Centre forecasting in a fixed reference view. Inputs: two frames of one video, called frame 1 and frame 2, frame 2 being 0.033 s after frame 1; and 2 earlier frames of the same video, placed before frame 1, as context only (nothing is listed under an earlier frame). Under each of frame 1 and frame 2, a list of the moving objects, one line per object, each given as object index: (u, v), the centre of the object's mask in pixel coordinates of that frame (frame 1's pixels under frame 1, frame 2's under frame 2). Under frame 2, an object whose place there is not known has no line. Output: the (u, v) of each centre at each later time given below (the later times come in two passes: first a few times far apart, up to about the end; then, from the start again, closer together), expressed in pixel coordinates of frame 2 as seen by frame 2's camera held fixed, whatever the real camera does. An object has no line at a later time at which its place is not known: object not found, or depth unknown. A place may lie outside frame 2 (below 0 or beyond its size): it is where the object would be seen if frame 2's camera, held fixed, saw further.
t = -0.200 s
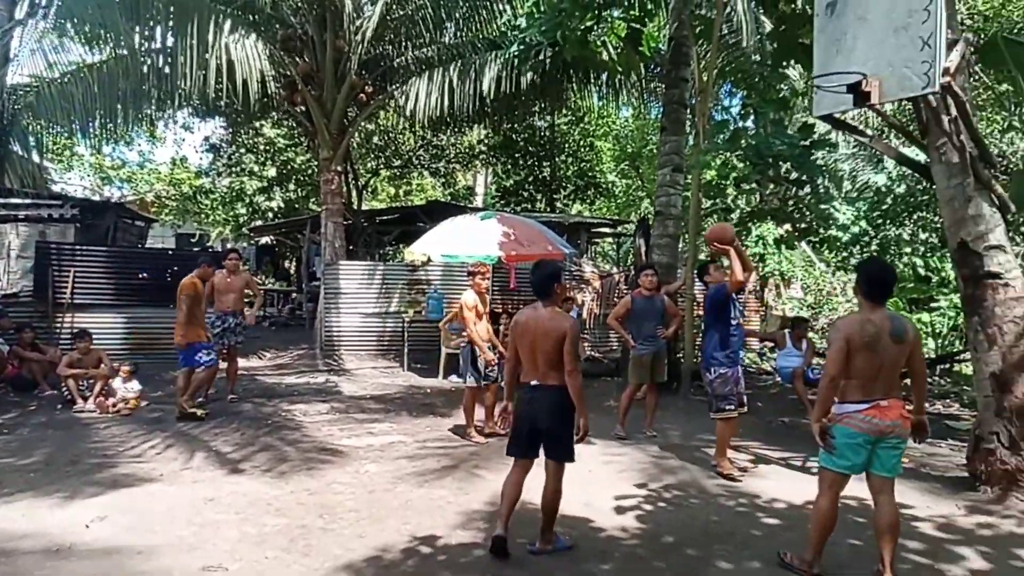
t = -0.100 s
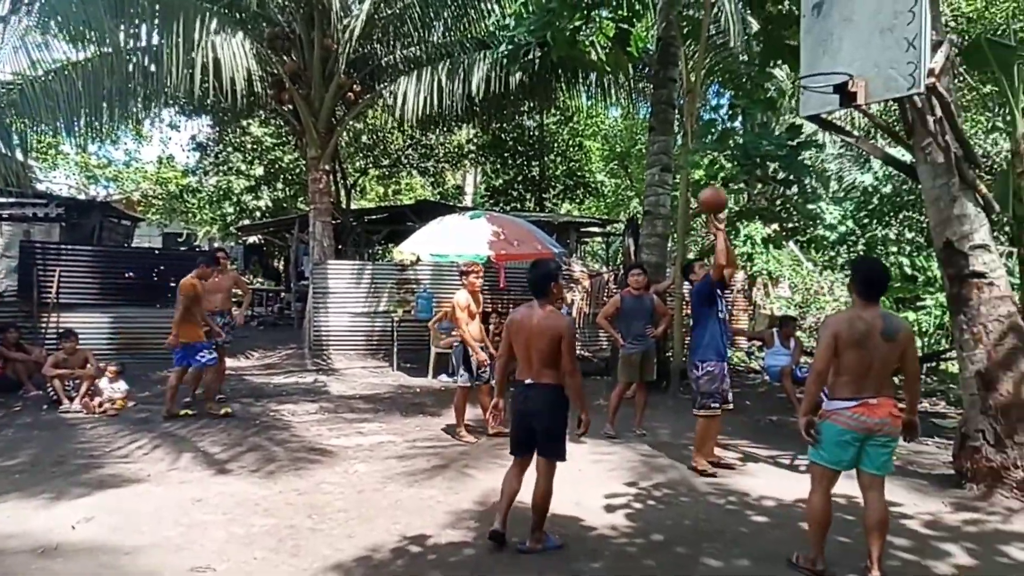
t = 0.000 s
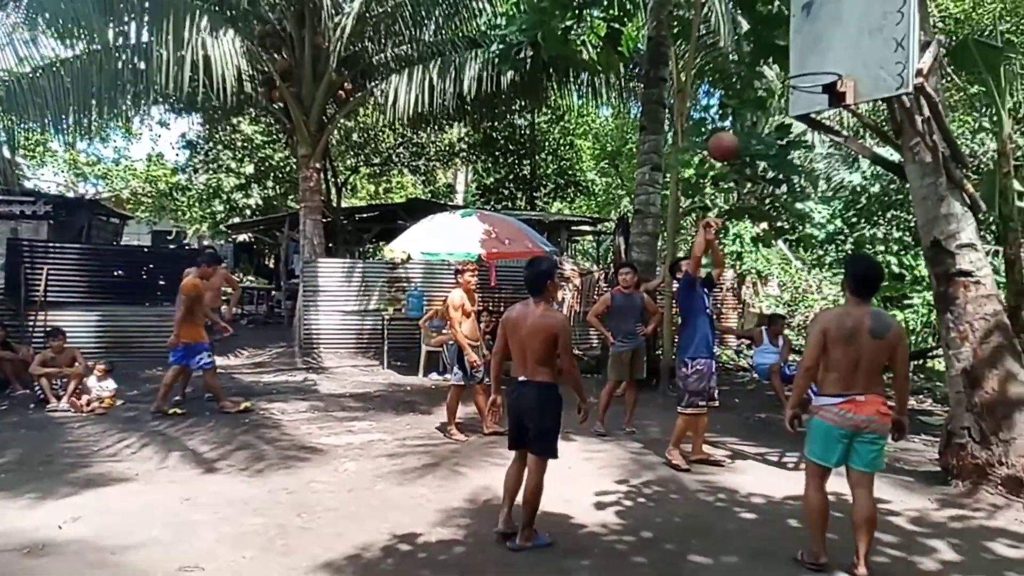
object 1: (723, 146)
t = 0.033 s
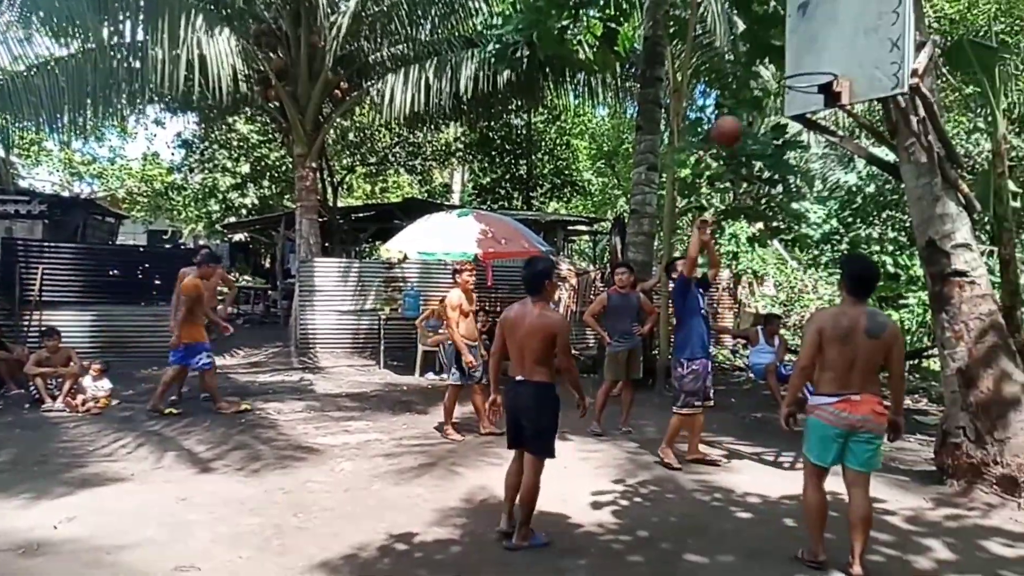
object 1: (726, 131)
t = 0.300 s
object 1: (789, 54)
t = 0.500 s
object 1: (803, 65)
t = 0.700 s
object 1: (801, 57)
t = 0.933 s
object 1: (812, 101)
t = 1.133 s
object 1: (832, 189)
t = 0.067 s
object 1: (734, 117)
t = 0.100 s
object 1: (741, 104)
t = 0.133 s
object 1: (749, 93)
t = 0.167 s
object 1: (757, 82)
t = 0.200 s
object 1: (764, 73)
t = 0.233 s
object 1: (772, 65)
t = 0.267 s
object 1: (780, 58)
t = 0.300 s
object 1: (789, 54)
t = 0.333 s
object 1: (794, 51)
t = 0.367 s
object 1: (796, 50)
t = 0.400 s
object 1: (797, 51)
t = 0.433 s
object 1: (800, 55)
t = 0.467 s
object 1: (801, 58)
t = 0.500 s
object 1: (803, 65)
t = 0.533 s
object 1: (803, 65)
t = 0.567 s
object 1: (803, 60)
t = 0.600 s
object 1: (802, 57)
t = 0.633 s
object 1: (802, 56)
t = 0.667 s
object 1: (802, 56)
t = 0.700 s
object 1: (801, 57)
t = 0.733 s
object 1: (801, 62)
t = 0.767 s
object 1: (801, 67)
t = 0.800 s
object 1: (800, 73)
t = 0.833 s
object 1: (803, 78)
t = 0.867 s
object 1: (806, 84)
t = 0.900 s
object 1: (809, 91)
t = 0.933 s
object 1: (812, 101)
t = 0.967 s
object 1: (815, 111)
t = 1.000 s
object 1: (819, 124)
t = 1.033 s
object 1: (822, 138)
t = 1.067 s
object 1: (825, 154)
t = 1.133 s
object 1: (832, 189)
